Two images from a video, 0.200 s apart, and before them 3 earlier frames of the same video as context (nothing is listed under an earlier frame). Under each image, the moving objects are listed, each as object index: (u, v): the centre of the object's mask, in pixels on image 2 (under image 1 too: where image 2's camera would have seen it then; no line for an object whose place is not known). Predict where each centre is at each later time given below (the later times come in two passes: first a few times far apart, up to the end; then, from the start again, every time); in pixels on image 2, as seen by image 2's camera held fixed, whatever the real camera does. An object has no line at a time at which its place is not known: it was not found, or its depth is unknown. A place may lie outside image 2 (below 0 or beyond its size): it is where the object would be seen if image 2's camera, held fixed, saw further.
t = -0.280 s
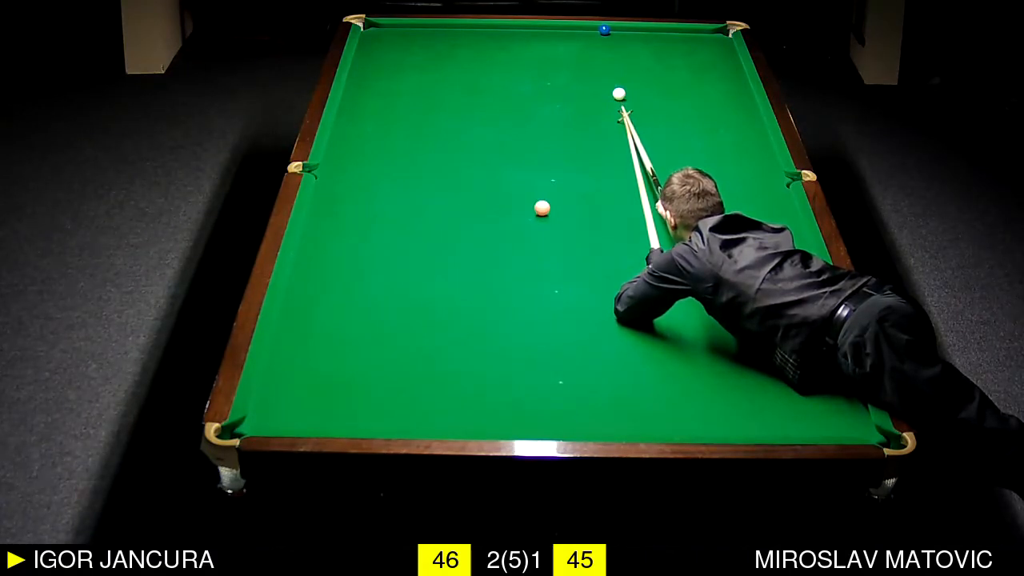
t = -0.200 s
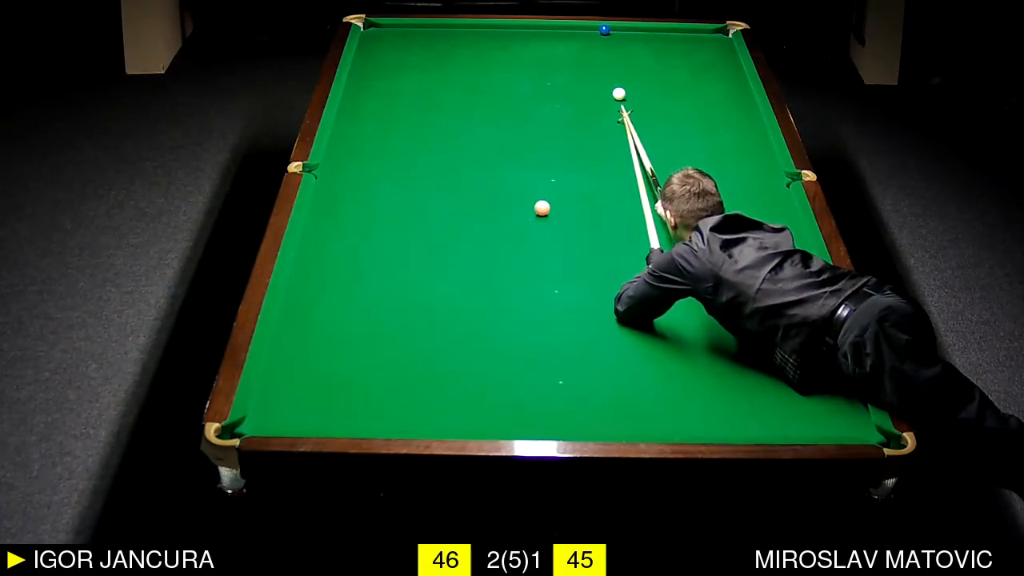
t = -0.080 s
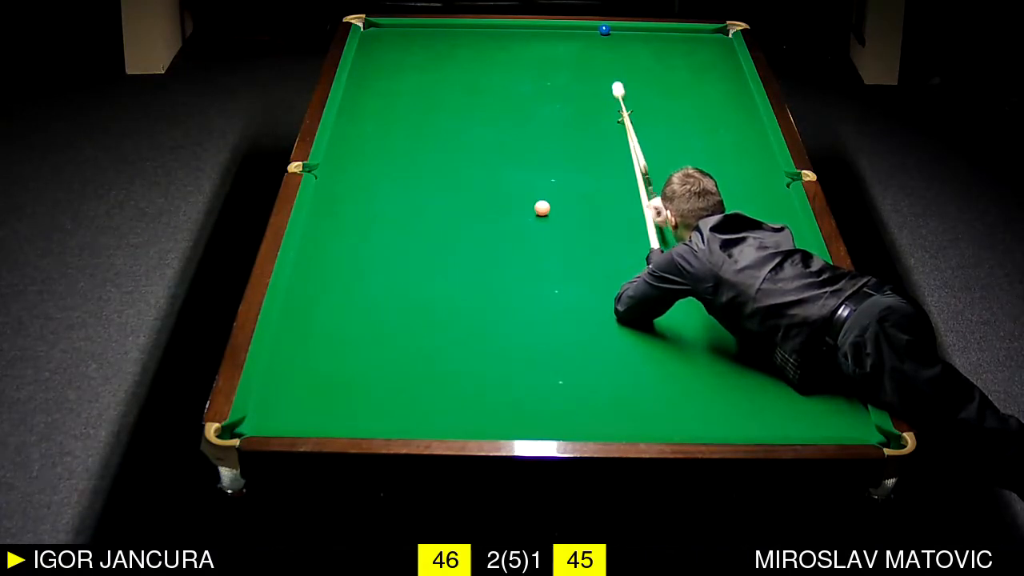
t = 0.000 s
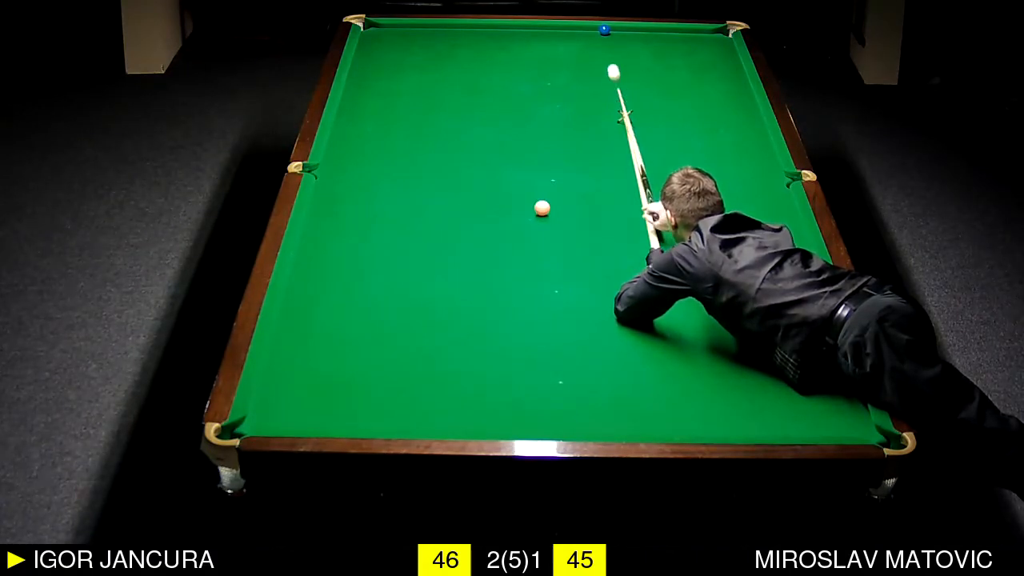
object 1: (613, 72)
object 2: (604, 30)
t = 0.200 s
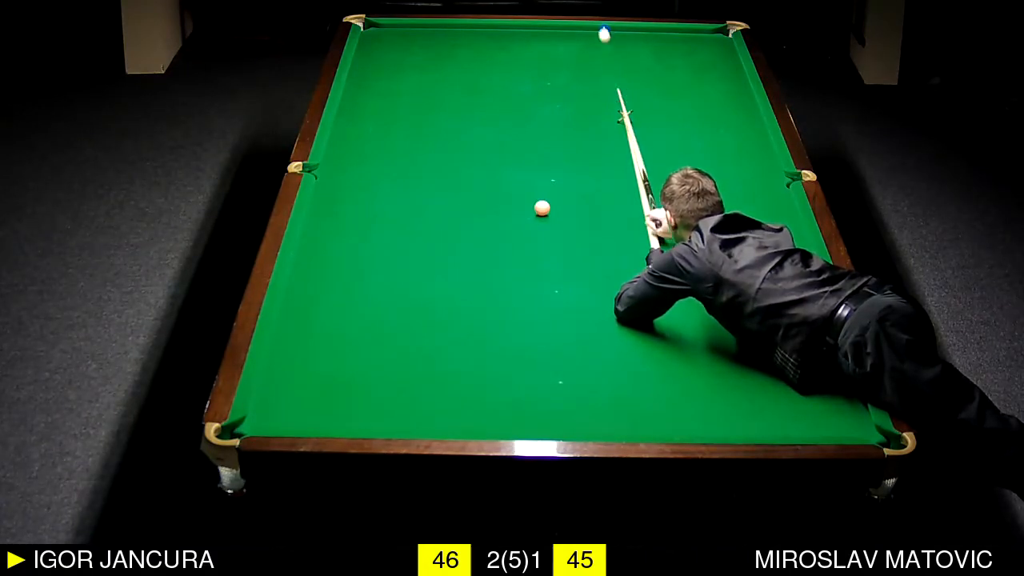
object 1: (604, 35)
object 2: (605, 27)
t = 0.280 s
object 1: (597, 35)
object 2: (609, 29)
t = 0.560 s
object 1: (563, 52)
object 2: (640, 38)
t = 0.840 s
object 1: (530, 68)
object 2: (669, 46)
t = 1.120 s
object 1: (497, 84)
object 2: (698, 55)
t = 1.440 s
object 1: (458, 103)
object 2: (730, 64)
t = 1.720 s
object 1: (423, 120)
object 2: (728, 69)
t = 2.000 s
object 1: (387, 138)
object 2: (715, 73)
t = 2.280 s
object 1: (352, 156)
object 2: (703, 76)
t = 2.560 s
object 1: (318, 173)
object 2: (692, 79)
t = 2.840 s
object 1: (347, 165)
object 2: (682, 82)
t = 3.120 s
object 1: (374, 157)
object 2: (673, 84)
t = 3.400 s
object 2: (665, 86)
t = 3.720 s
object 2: (658, 88)
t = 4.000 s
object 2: (654, 89)
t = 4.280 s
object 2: (650, 90)
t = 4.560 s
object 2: (648, 91)
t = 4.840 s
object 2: (648, 91)
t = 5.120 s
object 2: (648, 91)
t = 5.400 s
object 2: (648, 91)
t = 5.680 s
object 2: (648, 91)
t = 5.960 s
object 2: (648, 91)
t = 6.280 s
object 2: (648, 91)
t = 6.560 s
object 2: (648, 91)
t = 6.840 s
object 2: (648, 91)
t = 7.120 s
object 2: (648, 91)
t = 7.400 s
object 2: (648, 91)
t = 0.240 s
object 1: (602, 32)
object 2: (605, 27)
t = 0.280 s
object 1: (597, 35)
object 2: (609, 29)
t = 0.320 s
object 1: (592, 37)
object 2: (614, 31)
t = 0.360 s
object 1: (586, 41)
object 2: (620, 32)
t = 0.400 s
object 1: (581, 43)
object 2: (624, 33)
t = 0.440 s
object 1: (576, 45)
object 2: (627, 34)
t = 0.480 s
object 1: (572, 48)
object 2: (632, 36)
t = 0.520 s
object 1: (567, 50)
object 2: (636, 37)
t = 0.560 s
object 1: (563, 52)
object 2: (640, 38)
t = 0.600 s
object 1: (558, 54)
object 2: (644, 39)
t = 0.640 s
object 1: (553, 57)
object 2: (649, 40)
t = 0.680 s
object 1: (549, 59)
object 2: (653, 42)
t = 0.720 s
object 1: (544, 61)
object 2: (657, 43)
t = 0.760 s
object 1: (539, 63)
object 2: (661, 44)
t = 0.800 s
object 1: (535, 66)
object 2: (665, 45)
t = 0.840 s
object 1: (530, 68)
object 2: (669, 46)
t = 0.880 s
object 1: (525, 70)
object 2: (673, 48)
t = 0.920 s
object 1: (520, 72)
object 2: (677, 49)
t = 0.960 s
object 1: (516, 75)
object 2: (682, 50)
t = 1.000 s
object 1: (511, 77)
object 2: (686, 51)
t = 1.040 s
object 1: (506, 79)
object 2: (690, 53)
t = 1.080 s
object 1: (502, 82)
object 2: (694, 54)
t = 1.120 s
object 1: (497, 84)
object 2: (698, 55)
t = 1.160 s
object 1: (492, 86)
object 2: (702, 56)
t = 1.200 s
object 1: (487, 89)
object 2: (706, 57)
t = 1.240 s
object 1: (482, 91)
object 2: (710, 58)
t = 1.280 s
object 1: (477, 93)
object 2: (714, 59)
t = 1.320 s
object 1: (472, 96)
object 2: (718, 61)
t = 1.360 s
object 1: (468, 98)
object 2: (722, 62)
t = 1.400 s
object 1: (463, 101)
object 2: (726, 63)
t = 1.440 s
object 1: (458, 103)
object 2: (730, 64)
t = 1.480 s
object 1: (453, 106)
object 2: (733, 65)
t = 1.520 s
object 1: (448, 108)
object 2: (737, 66)
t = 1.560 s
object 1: (443, 111)
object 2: (736, 67)
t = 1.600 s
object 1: (438, 113)
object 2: (734, 68)
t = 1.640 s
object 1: (433, 115)
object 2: (732, 68)
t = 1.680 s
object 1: (428, 118)
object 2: (730, 69)
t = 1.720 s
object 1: (423, 120)
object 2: (728, 69)
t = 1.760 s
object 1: (418, 123)
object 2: (726, 70)
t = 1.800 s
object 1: (413, 125)
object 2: (725, 70)
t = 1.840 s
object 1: (408, 128)
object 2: (723, 71)
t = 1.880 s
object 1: (403, 130)
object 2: (721, 72)
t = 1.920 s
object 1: (398, 133)
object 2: (719, 72)
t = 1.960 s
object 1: (393, 136)
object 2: (717, 72)
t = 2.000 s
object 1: (387, 138)
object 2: (715, 73)
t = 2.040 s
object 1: (382, 141)
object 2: (714, 73)
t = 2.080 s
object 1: (377, 143)
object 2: (712, 74)
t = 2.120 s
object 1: (372, 146)
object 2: (710, 74)
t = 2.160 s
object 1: (367, 148)
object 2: (708, 75)
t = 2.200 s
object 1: (362, 151)
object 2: (707, 75)
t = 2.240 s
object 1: (357, 154)
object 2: (705, 76)
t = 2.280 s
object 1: (352, 156)
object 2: (703, 76)
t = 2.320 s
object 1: (346, 159)
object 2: (702, 77)
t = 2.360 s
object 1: (341, 161)
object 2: (700, 77)
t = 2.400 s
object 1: (336, 164)
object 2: (698, 77)
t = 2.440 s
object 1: (331, 167)
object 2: (697, 78)
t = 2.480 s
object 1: (326, 169)
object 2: (695, 78)
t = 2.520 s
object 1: (321, 172)
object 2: (694, 79)
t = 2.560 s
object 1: (318, 173)
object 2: (692, 79)
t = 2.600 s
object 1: (322, 172)
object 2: (690, 80)
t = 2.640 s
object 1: (327, 171)
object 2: (689, 80)
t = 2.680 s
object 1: (331, 169)
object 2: (688, 80)
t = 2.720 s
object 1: (335, 168)
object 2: (686, 81)
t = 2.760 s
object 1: (339, 167)
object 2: (685, 81)
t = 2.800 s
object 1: (343, 166)
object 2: (683, 81)
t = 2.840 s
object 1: (347, 165)
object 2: (682, 82)
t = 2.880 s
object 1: (351, 163)
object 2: (681, 82)
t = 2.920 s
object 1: (355, 162)
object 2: (679, 83)
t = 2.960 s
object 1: (359, 161)
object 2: (678, 83)
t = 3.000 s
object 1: (363, 160)
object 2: (677, 83)
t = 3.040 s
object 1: (367, 159)
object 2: (676, 84)
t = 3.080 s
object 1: (370, 158)
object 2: (674, 84)
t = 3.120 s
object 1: (374, 157)
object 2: (673, 84)
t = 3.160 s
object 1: (378, 156)
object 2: (672, 85)
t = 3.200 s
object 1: (381, 154)
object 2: (671, 85)
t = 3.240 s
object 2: (670, 85)
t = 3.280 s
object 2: (669, 86)
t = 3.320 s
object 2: (668, 86)
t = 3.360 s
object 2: (666, 86)
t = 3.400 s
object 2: (665, 86)
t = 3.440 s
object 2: (665, 86)
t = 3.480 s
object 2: (664, 87)
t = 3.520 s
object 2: (663, 87)
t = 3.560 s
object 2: (662, 87)
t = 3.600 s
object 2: (661, 88)
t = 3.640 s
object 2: (660, 88)
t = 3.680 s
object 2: (659, 88)
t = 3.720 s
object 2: (658, 88)
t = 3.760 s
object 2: (658, 88)
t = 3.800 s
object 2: (657, 89)
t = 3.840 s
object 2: (656, 89)
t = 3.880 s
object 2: (656, 89)
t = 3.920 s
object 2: (655, 89)
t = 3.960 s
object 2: (654, 89)
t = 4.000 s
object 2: (654, 89)
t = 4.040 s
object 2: (653, 89)
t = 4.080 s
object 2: (653, 90)
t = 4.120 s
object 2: (652, 90)
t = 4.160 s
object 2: (651, 90)
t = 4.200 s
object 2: (651, 90)
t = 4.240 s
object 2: (651, 90)
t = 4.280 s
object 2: (650, 90)
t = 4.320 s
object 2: (650, 90)
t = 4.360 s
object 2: (649, 90)
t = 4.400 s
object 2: (649, 90)
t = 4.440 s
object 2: (649, 90)
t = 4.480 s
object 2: (649, 90)
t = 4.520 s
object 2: (648, 90)
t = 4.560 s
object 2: (648, 91)
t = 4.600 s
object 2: (648, 91)
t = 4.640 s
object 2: (648, 91)
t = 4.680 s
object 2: (648, 91)
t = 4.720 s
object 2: (648, 91)
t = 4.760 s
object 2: (648, 91)
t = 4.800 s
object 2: (648, 91)
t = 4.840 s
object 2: (648, 91)
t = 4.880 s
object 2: (648, 91)
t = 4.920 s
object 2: (648, 91)
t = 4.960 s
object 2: (648, 91)
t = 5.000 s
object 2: (648, 91)
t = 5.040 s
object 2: (648, 91)
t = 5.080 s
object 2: (648, 91)
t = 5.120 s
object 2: (648, 91)
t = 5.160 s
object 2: (648, 91)
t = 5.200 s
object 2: (648, 91)
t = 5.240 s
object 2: (648, 91)
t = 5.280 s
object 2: (648, 91)
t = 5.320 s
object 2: (648, 91)
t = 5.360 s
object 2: (648, 91)
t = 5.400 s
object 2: (648, 91)
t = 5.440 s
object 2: (648, 91)
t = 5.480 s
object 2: (648, 91)
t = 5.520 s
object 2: (648, 91)
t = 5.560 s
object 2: (648, 91)
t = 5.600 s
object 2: (648, 91)
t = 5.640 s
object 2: (648, 91)
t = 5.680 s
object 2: (648, 91)
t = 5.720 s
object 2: (648, 91)
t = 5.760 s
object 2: (648, 91)
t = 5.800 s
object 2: (648, 91)
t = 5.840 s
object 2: (648, 91)
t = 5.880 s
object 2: (648, 91)
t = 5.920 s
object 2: (648, 91)
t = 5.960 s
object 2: (648, 91)
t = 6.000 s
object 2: (648, 91)
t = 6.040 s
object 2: (648, 91)
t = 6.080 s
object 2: (648, 91)
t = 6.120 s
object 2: (648, 91)
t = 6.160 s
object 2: (648, 91)
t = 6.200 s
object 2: (648, 91)
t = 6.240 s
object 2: (648, 91)
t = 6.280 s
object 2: (648, 91)
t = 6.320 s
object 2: (648, 91)
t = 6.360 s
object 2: (648, 91)
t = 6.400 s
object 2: (648, 91)
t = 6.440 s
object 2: (648, 91)
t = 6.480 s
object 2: (648, 91)
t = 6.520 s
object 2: (648, 91)
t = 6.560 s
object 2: (648, 91)
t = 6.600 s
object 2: (648, 91)
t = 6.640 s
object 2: (648, 91)
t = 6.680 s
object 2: (648, 91)
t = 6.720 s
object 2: (648, 91)
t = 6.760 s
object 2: (648, 91)
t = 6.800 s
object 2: (648, 91)
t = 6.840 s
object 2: (648, 91)
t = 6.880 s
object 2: (648, 91)
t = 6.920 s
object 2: (648, 91)
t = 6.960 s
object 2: (648, 91)
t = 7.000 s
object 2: (648, 91)
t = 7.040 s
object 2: (648, 91)
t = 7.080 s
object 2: (648, 91)
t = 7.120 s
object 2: (648, 91)
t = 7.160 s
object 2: (648, 91)
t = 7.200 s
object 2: (648, 91)
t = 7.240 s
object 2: (648, 91)
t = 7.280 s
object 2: (648, 91)
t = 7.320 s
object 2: (648, 91)
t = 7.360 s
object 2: (648, 91)
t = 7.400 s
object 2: (648, 91)
